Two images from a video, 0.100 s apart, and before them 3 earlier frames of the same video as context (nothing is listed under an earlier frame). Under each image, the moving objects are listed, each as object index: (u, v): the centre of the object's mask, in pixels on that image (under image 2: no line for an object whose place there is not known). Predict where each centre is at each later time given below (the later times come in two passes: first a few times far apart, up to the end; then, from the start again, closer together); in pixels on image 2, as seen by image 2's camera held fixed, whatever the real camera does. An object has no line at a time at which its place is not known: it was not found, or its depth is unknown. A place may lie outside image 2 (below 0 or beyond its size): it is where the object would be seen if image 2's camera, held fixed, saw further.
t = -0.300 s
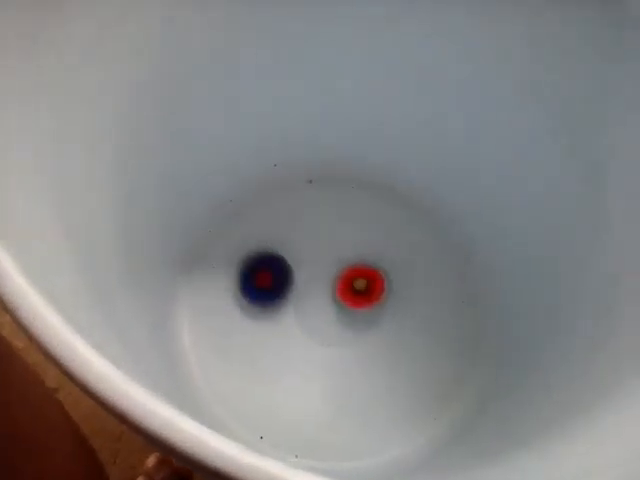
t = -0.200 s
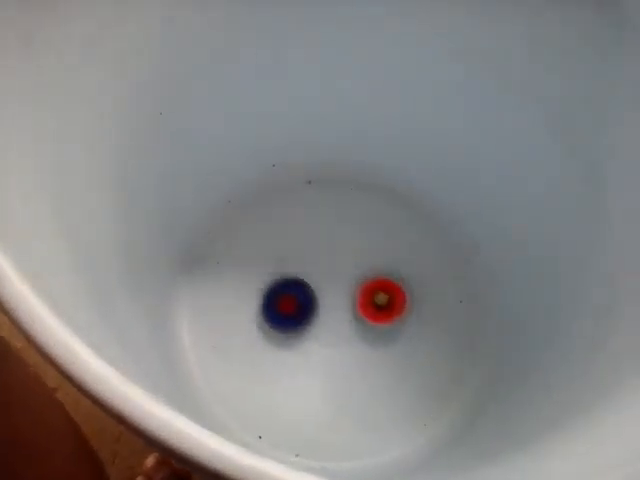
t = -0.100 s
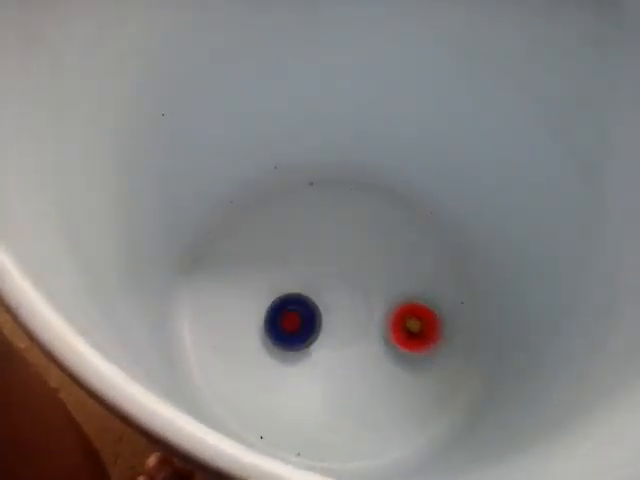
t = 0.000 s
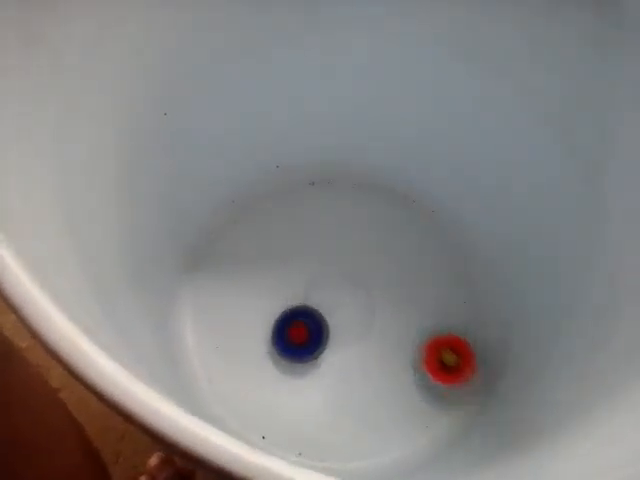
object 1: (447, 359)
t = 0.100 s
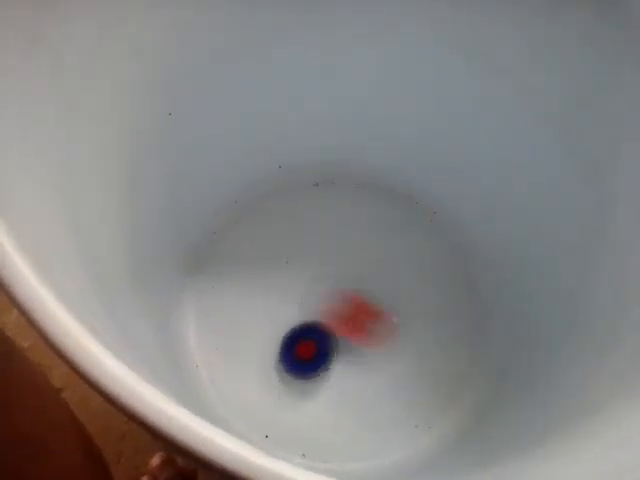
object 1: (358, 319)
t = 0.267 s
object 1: (254, 232)
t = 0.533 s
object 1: (343, 407)
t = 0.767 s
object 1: (395, 390)
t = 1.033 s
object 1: (444, 361)
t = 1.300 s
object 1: (437, 382)
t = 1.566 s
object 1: (314, 410)
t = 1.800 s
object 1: (323, 351)
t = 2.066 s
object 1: (296, 303)
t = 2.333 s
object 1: (230, 292)
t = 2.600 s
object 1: (273, 285)
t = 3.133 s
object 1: (375, 257)
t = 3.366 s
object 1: (424, 251)
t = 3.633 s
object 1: (427, 269)
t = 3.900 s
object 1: (407, 294)
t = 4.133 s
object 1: (385, 305)
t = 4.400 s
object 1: (379, 322)
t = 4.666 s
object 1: (376, 322)
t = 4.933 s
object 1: (382, 315)
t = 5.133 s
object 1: (377, 299)
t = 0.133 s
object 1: (313, 285)
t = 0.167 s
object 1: (273, 257)
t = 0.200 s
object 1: (235, 230)
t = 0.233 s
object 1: (236, 227)
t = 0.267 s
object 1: (254, 232)
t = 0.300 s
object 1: (273, 244)
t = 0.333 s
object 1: (293, 260)
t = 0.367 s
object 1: (312, 283)
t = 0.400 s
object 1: (326, 305)
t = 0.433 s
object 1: (331, 325)
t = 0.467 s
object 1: (336, 350)
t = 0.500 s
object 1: (338, 377)
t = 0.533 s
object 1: (343, 407)
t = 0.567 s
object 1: (351, 436)
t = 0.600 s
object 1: (359, 440)
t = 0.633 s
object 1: (365, 428)
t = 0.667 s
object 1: (373, 417)
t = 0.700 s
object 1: (381, 405)
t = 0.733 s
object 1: (387, 397)
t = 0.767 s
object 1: (395, 390)
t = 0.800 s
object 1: (402, 384)
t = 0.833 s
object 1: (407, 379)
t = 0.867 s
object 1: (418, 375)
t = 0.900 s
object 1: (429, 373)
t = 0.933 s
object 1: (440, 372)
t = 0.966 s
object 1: (450, 375)
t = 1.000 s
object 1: (459, 376)
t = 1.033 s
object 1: (444, 361)
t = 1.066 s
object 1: (415, 340)
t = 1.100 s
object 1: (388, 319)
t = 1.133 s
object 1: (388, 323)
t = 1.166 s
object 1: (407, 339)
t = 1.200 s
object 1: (425, 357)
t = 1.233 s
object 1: (444, 376)
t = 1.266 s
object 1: (450, 391)
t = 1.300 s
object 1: (437, 382)
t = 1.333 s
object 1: (416, 369)
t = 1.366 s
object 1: (397, 359)
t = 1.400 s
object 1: (383, 351)
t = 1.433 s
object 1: (369, 356)
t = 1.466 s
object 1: (352, 369)
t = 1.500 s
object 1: (338, 381)
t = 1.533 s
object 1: (326, 395)
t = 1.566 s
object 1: (314, 410)
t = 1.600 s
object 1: (302, 422)
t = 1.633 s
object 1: (294, 435)
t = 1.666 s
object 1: (295, 431)
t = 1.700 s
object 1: (304, 408)
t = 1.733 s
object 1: (311, 386)
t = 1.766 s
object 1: (317, 368)
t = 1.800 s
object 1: (323, 351)
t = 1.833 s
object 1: (324, 336)
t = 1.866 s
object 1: (325, 324)
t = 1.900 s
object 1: (324, 315)
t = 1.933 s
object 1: (323, 310)
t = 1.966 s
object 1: (320, 307)
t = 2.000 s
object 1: (313, 306)
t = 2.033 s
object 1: (305, 304)
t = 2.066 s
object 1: (296, 303)
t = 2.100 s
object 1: (288, 302)
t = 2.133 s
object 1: (278, 301)
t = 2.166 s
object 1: (268, 299)
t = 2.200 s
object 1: (260, 299)
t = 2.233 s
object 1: (252, 297)
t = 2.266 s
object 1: (244, 294)
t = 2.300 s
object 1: (237, 294)
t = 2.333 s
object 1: (230, 292)
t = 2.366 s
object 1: (223, 291)
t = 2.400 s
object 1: (214, 286)
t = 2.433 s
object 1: (206, 281)
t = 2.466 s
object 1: (204, 280)
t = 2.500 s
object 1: (226, 283)
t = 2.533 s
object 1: (243, 285)
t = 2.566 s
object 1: (258, 285)
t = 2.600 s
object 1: (273, 285)
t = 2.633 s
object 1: (282, 285)
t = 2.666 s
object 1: (293, 284)
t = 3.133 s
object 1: (375, 257)
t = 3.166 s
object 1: (382, 256)
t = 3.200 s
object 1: (391, 255)
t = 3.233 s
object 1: (397, 254)
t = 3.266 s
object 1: (405, 253)
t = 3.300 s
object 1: (411, 252)
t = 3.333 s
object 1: (418, 252)
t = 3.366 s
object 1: (424, 251)
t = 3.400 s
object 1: (432, 251)
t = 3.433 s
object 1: (440, 252)
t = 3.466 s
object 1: (445, 253)
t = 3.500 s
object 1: (449, 254)
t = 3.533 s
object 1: (455, 254)
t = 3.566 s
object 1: (447, 258)
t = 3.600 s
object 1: (435, 264)
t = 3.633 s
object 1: (427, 269)
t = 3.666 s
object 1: (423, 274)
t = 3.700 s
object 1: (420, 279)
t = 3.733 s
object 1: (417, 281)
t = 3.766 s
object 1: (416, 284)
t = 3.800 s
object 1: (414, 287)
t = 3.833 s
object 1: (412, 290)
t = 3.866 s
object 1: (410, 291)
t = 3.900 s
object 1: (407, 294)
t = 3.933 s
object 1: (403, 296)
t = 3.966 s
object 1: (401, 299)
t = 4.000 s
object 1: (397, 301)
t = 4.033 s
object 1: (394, 302)
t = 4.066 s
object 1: (391, 304)
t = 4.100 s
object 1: (387, 305)
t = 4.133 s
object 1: (385, 305)
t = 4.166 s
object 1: (382, 307)
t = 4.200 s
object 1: (382, 310)
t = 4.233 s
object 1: (381, 312)
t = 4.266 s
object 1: (382, 317)
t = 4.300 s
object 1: (382, 318)
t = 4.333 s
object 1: (381, 318)
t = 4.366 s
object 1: (380, 320)
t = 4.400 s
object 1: (379, 322)
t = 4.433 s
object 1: (378, 321)
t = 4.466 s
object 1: (380, 322)
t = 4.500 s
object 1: (381, 325)
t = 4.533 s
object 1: (381, 324)
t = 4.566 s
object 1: (381, 324)
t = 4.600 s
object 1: (380, 325)
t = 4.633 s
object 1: (376, 323)
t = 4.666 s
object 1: (376, 322)
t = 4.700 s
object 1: (377, 323)
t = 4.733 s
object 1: (380, 325)
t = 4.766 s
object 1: (380, 323)
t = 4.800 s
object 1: (382, 322)
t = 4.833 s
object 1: (381, 322)
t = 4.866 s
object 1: (377, 321)
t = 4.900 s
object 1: (379, 316)
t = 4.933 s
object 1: (382, 315)
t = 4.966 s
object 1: (382, 315)
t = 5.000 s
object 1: (381, 310)
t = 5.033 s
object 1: (382, 306)
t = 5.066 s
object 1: (383, 304)
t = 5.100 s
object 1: (379, 303)
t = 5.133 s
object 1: (377, 299)
